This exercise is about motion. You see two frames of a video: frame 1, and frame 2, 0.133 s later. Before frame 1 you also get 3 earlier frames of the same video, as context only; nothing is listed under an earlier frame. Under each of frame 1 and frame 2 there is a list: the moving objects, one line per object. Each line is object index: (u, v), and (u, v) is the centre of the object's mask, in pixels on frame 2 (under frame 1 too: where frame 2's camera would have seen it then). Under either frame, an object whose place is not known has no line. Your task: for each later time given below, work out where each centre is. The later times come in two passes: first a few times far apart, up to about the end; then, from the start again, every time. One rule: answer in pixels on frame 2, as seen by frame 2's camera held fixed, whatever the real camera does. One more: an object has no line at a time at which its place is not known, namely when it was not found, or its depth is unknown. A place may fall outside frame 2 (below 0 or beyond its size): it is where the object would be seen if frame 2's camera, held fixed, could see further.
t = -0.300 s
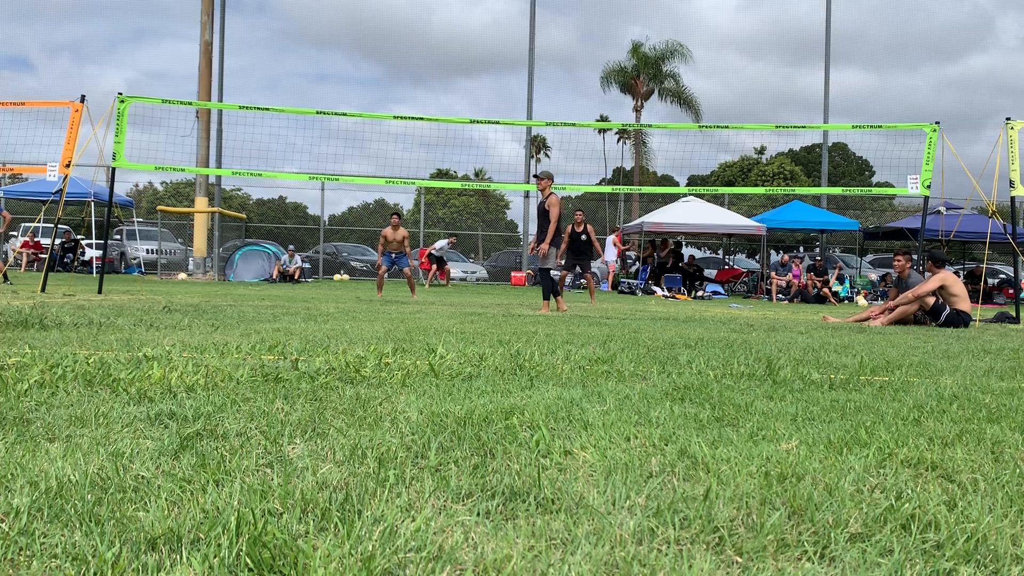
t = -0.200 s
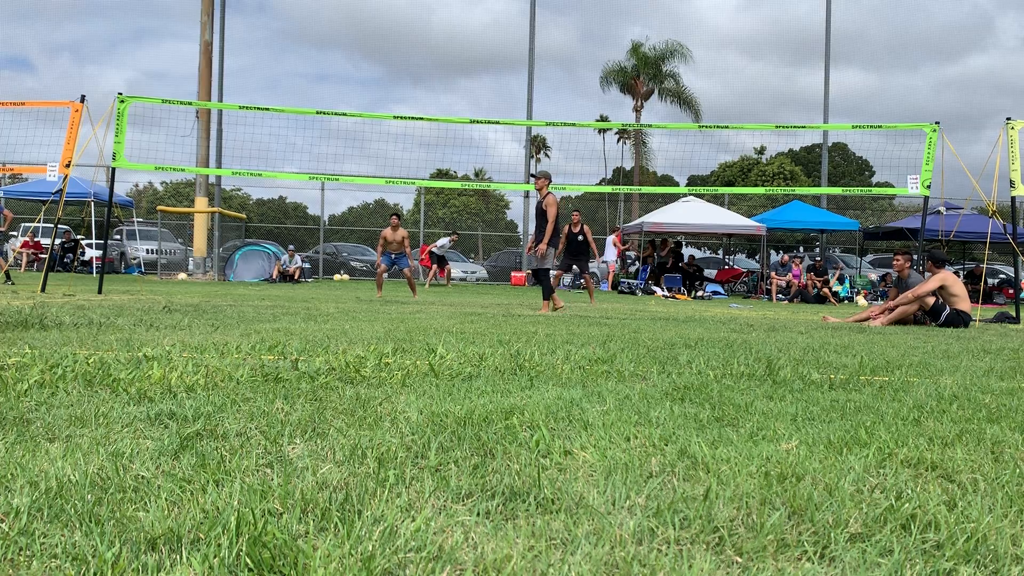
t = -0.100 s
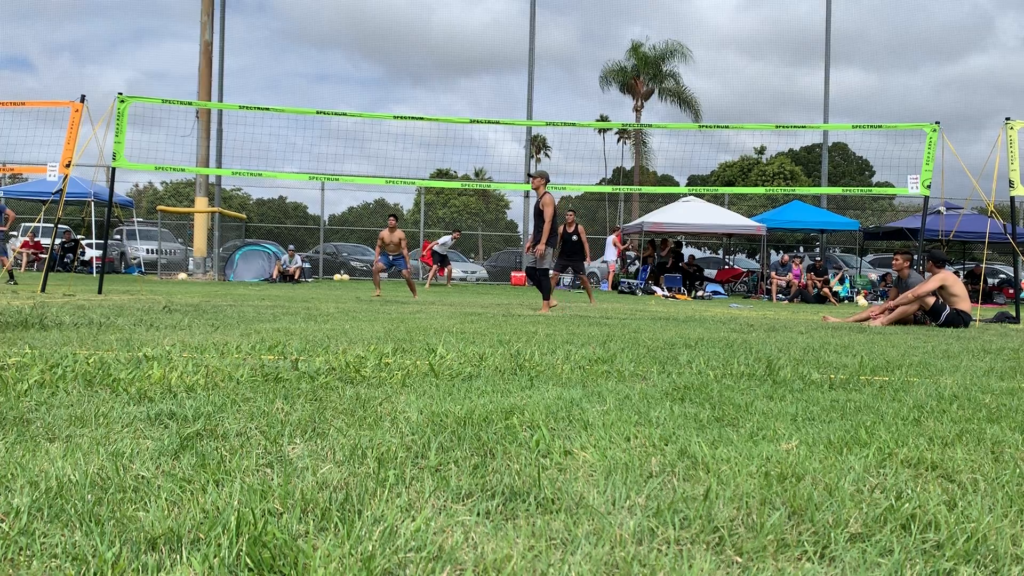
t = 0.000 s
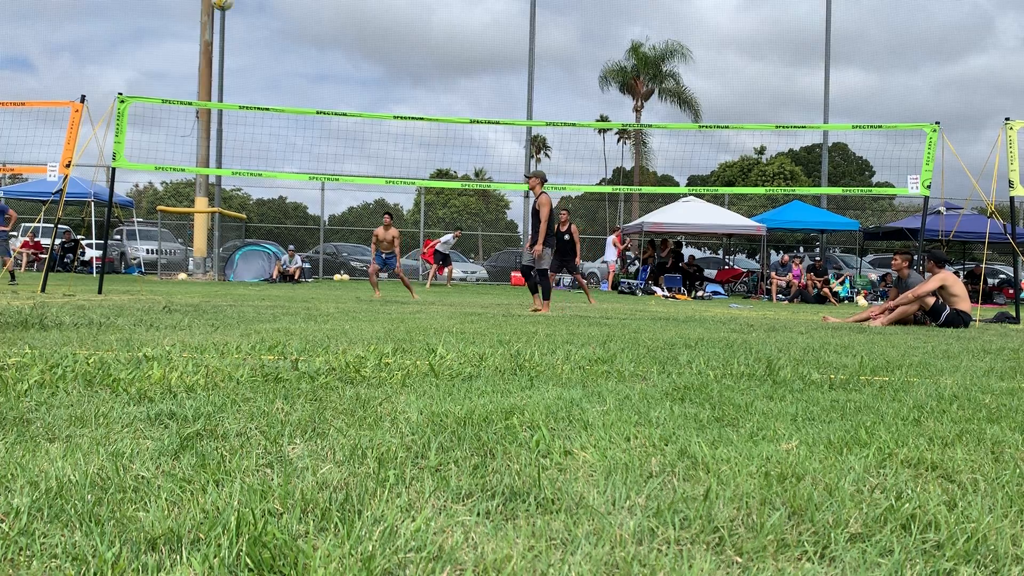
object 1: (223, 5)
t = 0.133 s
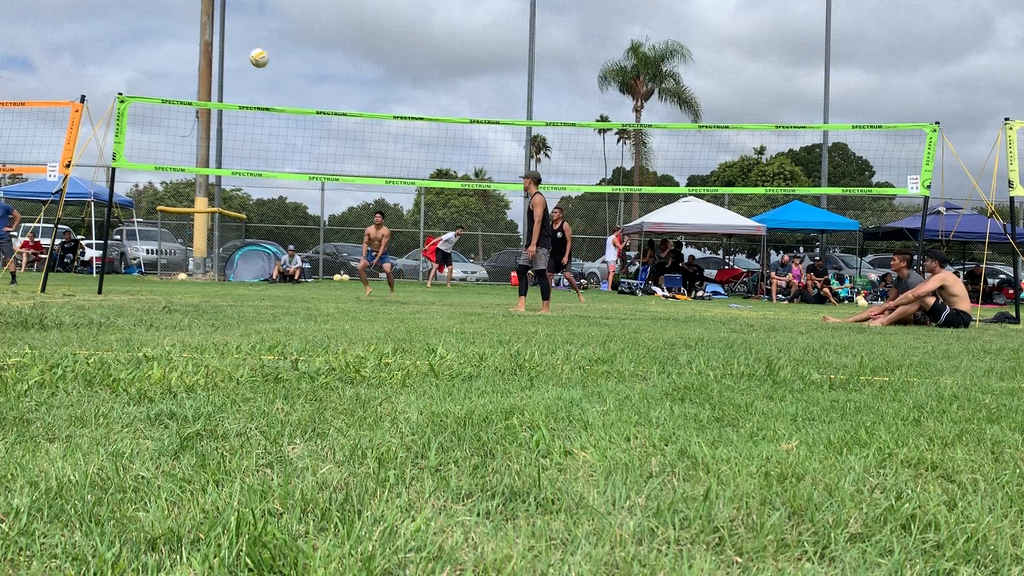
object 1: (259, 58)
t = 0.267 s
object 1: (289, 116)
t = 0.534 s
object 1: (332, 215)
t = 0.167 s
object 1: (267, 71)
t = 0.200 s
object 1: (275, 85)
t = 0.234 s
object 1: (282, 98)
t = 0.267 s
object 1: (289, 116)
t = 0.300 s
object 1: (295, 124)
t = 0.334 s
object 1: (302, 137)
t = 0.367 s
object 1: (308, 150)
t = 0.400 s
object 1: (313, 163)
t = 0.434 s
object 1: (318, 172)
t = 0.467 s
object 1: (324, 189)
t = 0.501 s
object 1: (328, 202)
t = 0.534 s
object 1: (332, 215)
